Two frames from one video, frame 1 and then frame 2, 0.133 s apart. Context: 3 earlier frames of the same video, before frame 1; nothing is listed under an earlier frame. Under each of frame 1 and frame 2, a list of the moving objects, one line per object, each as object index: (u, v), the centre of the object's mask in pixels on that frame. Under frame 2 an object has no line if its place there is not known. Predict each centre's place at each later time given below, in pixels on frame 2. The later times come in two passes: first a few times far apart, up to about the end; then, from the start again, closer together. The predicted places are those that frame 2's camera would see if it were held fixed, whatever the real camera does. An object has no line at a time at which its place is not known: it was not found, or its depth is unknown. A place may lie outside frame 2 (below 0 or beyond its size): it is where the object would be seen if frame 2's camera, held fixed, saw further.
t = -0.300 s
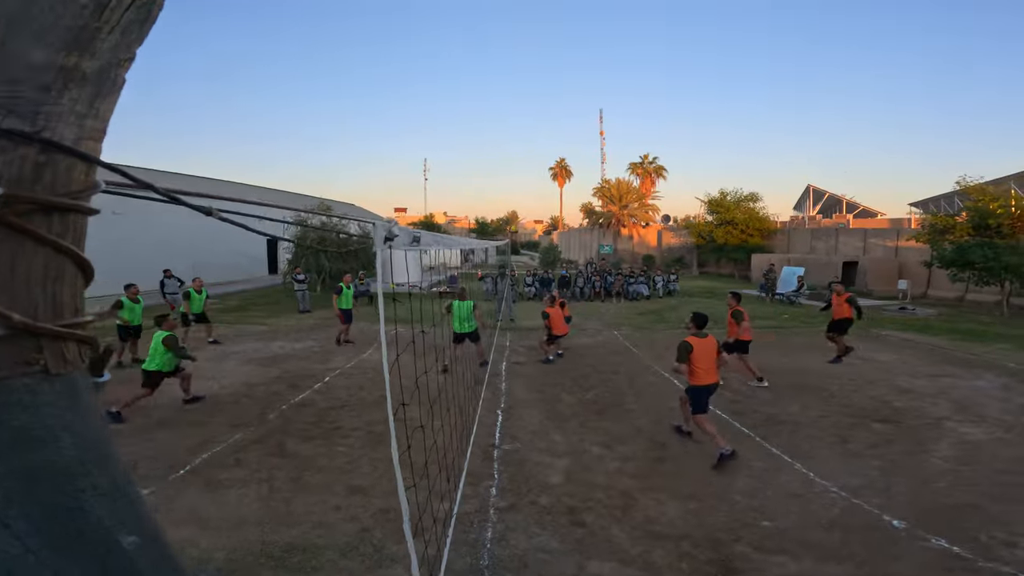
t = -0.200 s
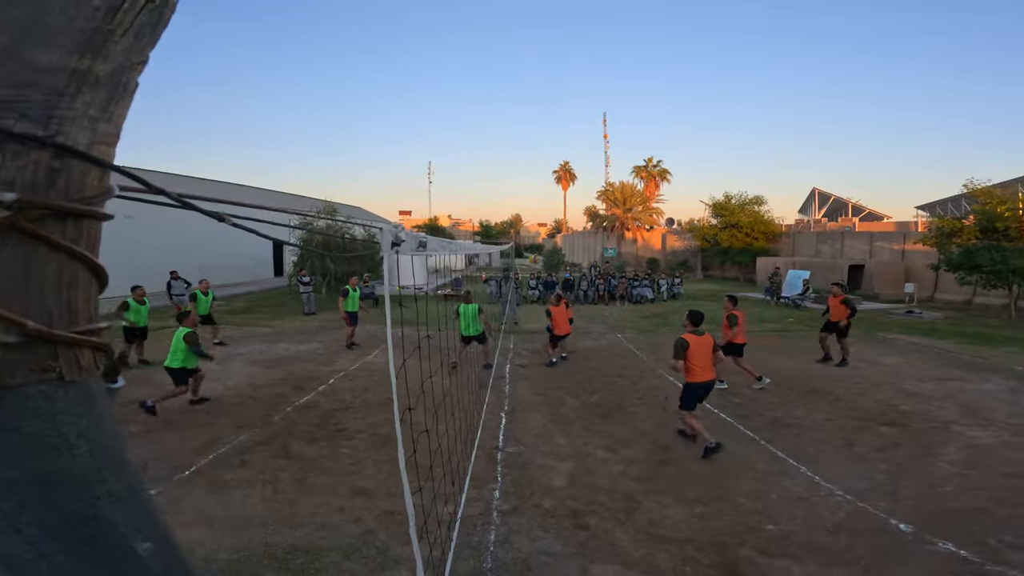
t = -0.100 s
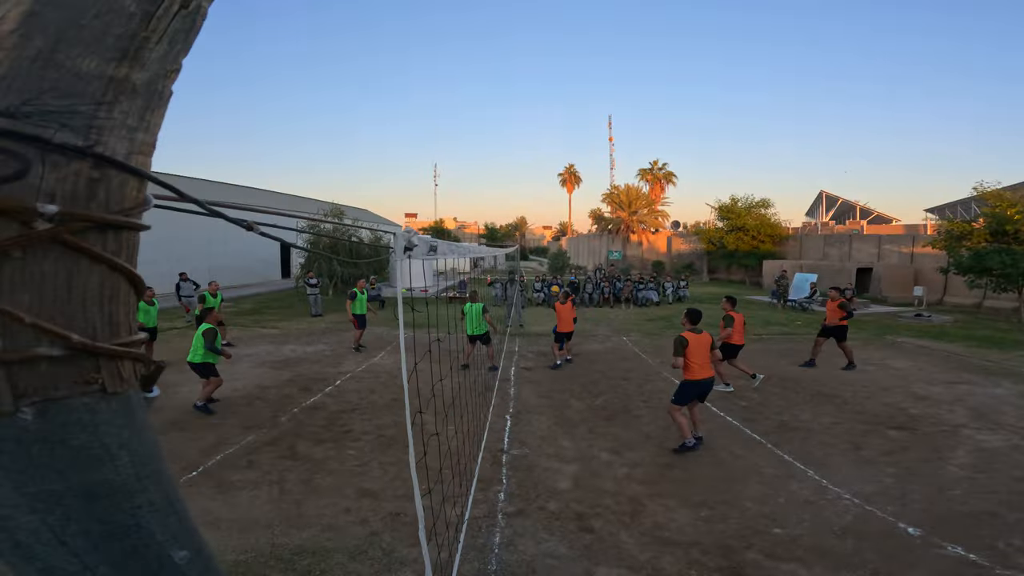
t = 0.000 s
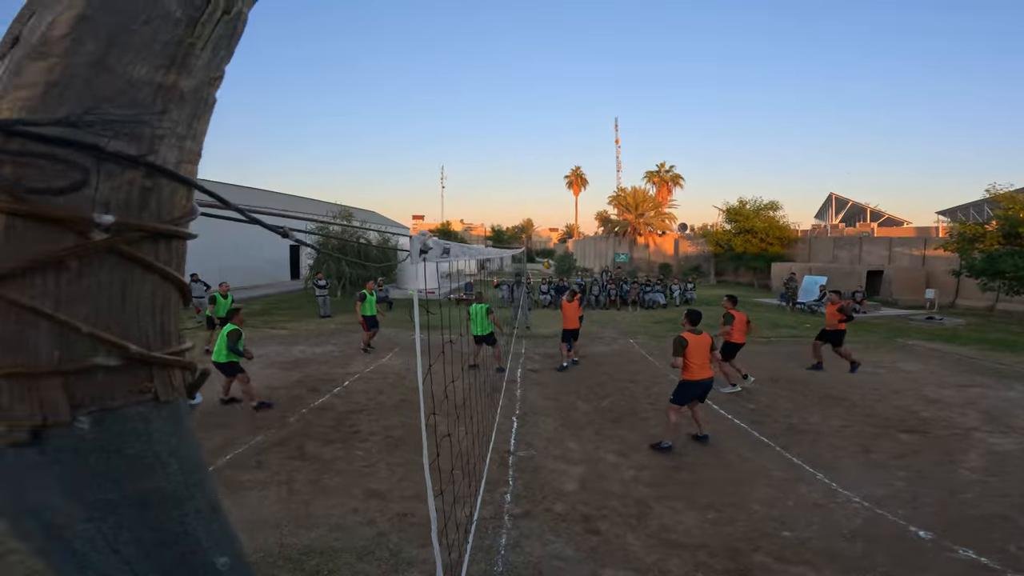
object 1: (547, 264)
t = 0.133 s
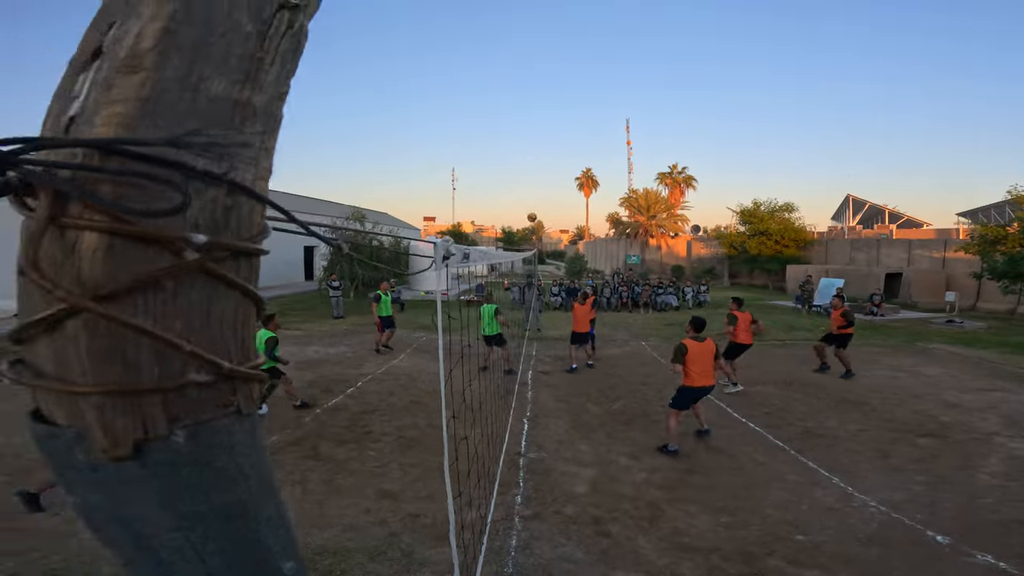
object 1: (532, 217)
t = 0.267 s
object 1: (505, 180)
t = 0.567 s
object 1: (446, 129)
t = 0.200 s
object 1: (518, 197)
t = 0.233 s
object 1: (512, 188)
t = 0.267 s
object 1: (505, 180)
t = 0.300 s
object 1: (499, 172)
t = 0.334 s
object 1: (492, 164)
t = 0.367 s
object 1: (485, 157)
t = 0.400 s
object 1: (478, 151)
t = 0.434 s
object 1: (471, 145)
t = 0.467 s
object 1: (465, 140)
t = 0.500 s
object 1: (459, 136)
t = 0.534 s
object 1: (453, 132)
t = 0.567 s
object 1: (446, 129)
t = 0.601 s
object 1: (441, 126)
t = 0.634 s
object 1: (433, 123)
